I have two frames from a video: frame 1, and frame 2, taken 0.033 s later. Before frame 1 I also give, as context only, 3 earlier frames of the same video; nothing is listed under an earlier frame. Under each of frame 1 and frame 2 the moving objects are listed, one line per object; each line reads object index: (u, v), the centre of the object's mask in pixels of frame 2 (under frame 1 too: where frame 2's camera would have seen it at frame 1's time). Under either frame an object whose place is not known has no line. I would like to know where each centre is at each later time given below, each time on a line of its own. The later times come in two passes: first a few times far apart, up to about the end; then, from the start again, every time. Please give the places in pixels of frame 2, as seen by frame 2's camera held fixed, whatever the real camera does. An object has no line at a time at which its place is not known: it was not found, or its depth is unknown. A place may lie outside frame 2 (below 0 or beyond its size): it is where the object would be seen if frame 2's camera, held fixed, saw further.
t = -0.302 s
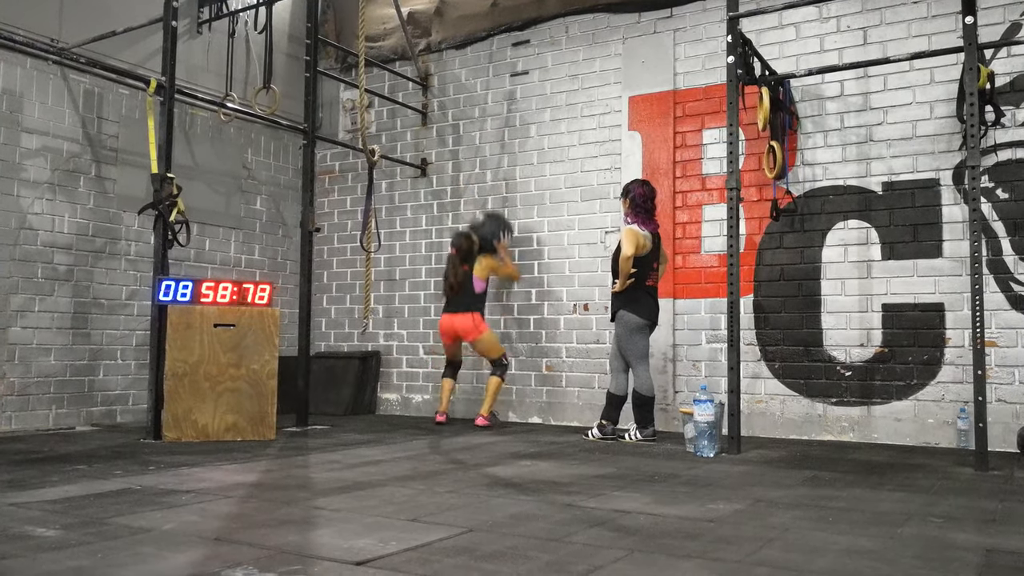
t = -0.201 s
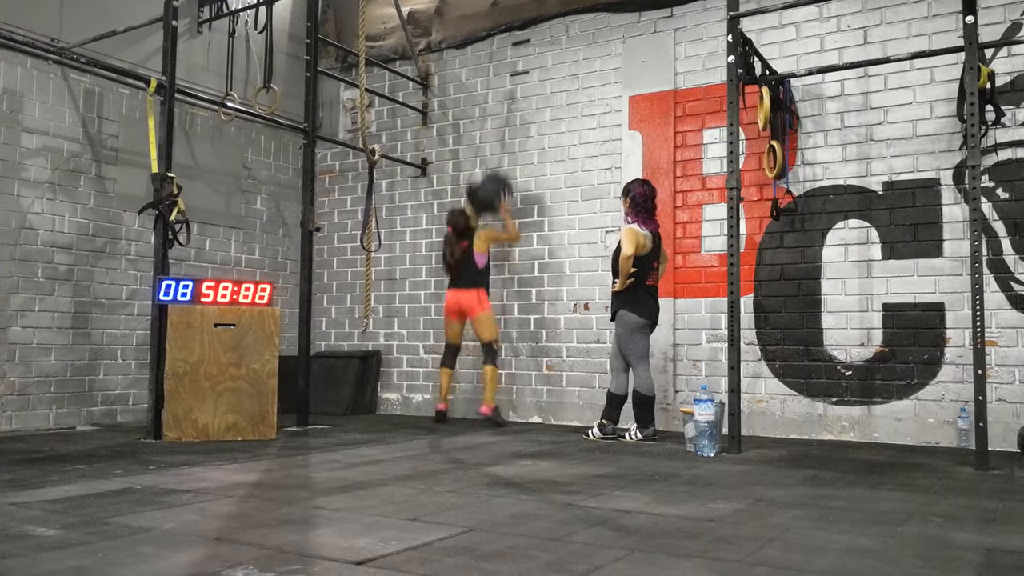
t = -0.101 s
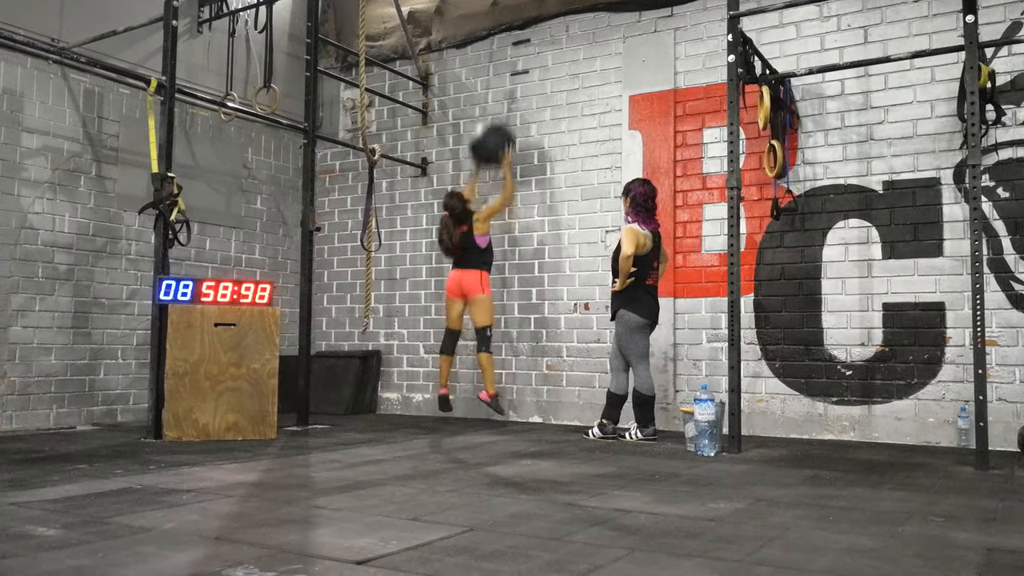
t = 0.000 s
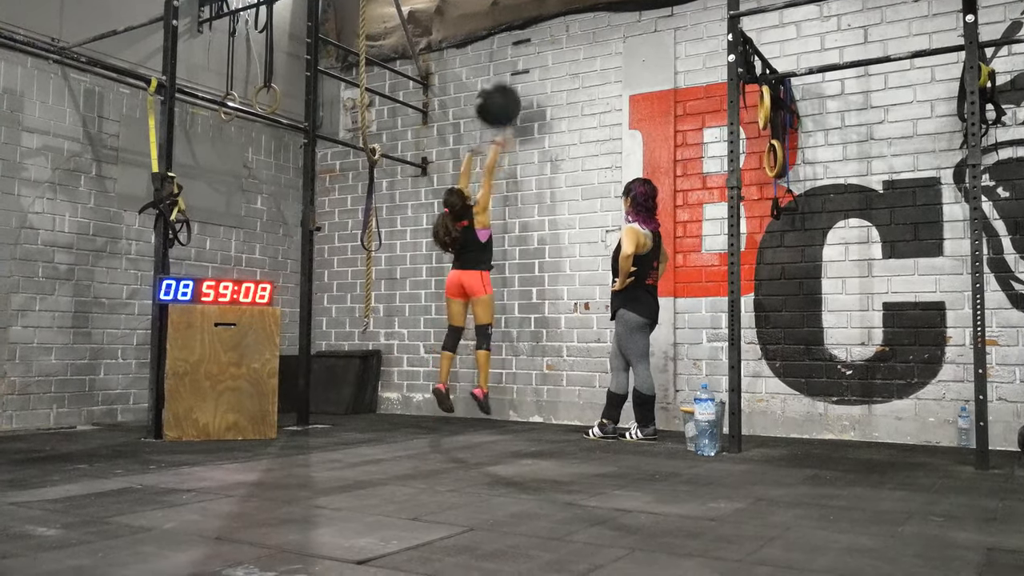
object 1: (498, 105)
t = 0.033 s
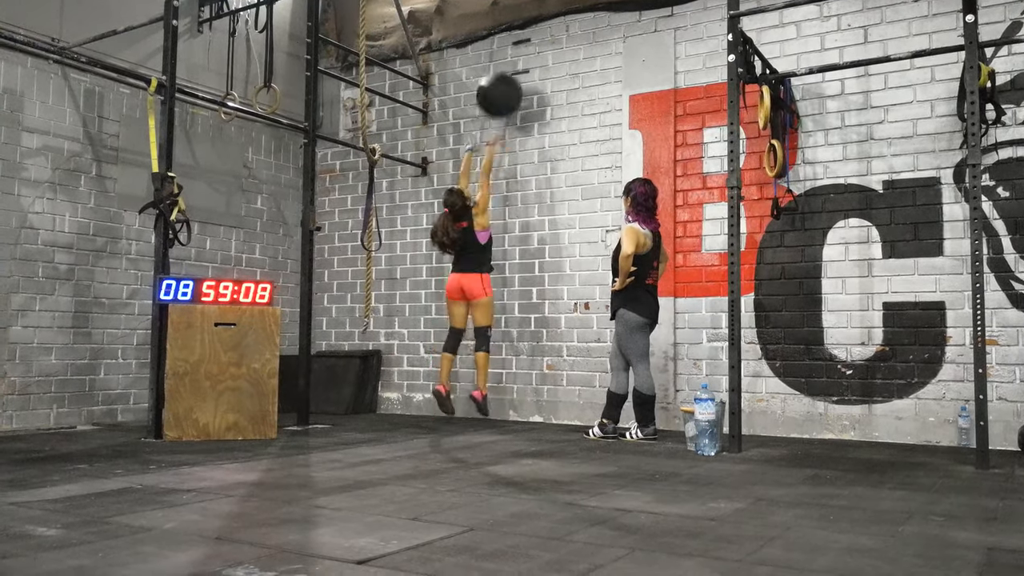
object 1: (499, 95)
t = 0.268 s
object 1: (511, 65)
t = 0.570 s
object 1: (506, 116)
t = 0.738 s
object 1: (503, 198)
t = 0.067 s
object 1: (501, 86)
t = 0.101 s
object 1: (503, 79)
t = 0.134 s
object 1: (504, 73)
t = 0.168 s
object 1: (507, 69)
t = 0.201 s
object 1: (508, 66)
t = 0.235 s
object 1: (510, 65)
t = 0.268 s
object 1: (511, 65)
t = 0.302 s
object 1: (511, 65)
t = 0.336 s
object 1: (510, 66)
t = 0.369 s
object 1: (509, 69)
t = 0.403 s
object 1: (509, 73)
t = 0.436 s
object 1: (508, 78)
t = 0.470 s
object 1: (508, 85)
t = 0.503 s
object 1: (508, 94)
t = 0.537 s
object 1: (506, 104)
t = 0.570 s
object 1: (506, 116)
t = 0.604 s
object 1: (506, 130)
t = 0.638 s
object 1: (505, 144)
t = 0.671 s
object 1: (504, 161)
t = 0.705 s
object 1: (504, 178)
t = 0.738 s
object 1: (503, 198)
